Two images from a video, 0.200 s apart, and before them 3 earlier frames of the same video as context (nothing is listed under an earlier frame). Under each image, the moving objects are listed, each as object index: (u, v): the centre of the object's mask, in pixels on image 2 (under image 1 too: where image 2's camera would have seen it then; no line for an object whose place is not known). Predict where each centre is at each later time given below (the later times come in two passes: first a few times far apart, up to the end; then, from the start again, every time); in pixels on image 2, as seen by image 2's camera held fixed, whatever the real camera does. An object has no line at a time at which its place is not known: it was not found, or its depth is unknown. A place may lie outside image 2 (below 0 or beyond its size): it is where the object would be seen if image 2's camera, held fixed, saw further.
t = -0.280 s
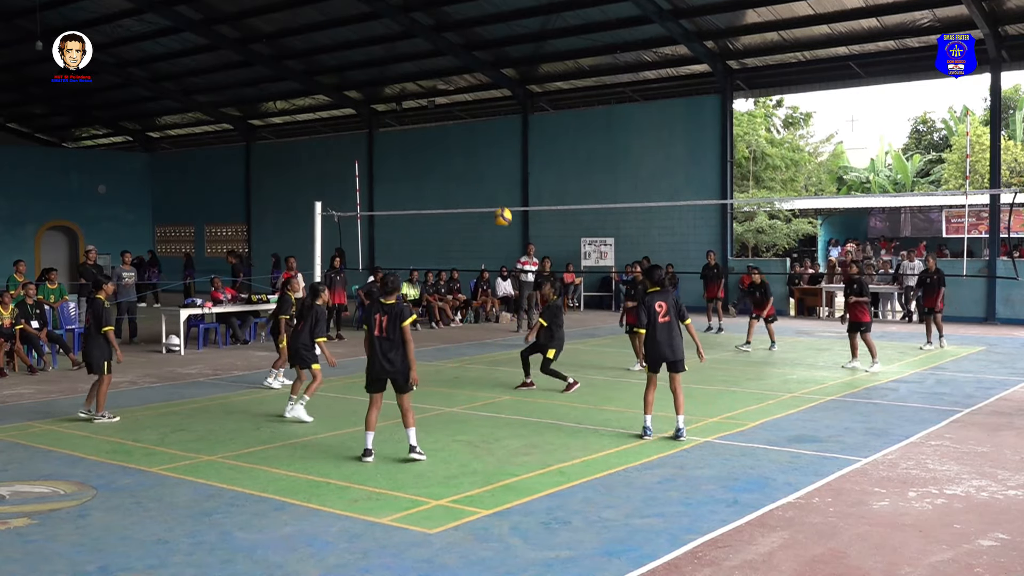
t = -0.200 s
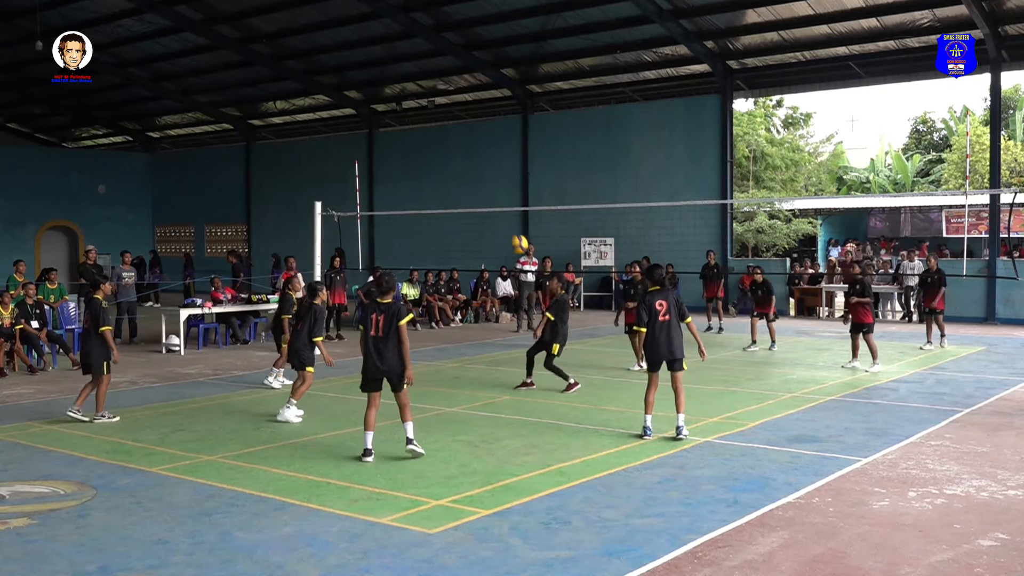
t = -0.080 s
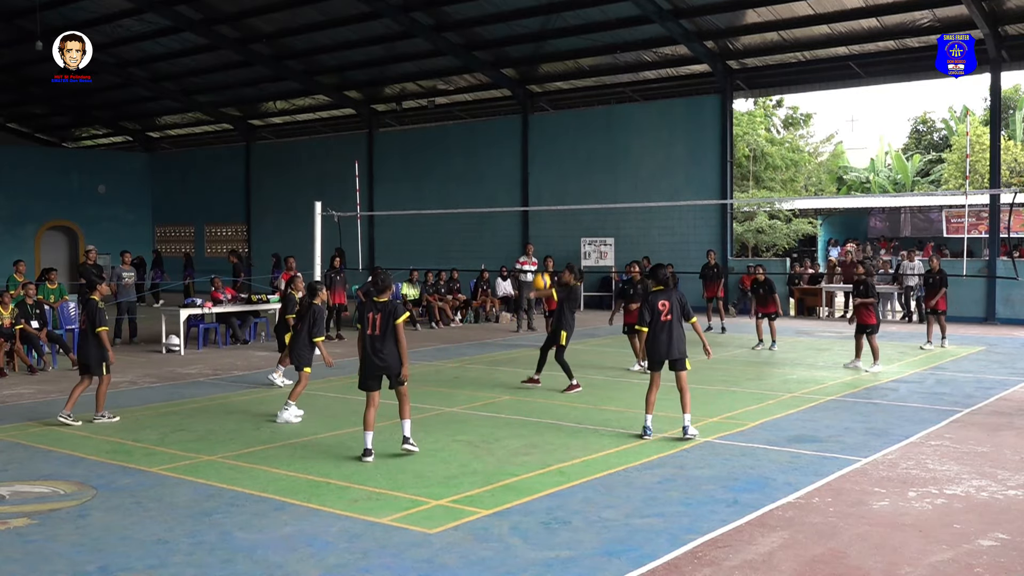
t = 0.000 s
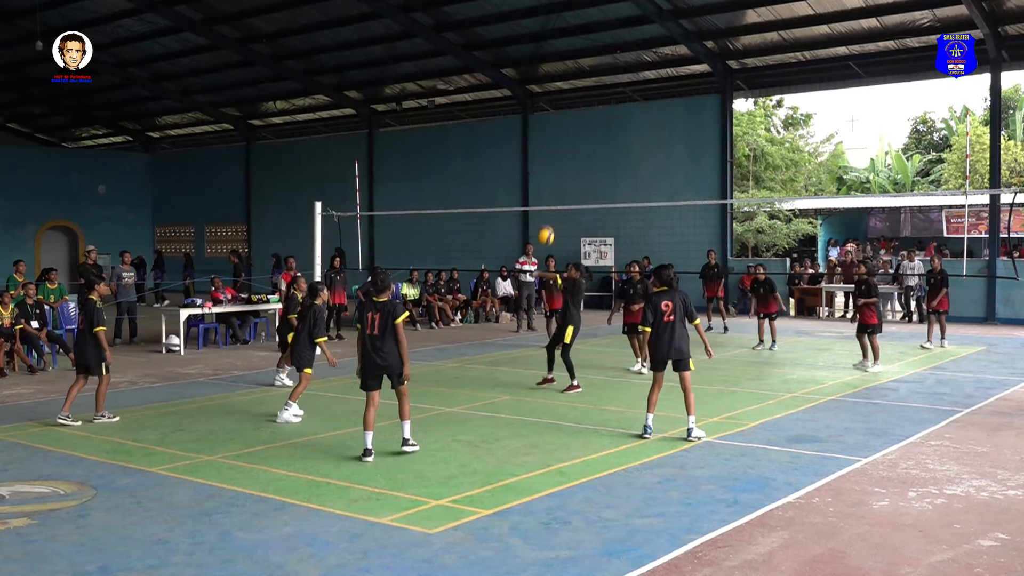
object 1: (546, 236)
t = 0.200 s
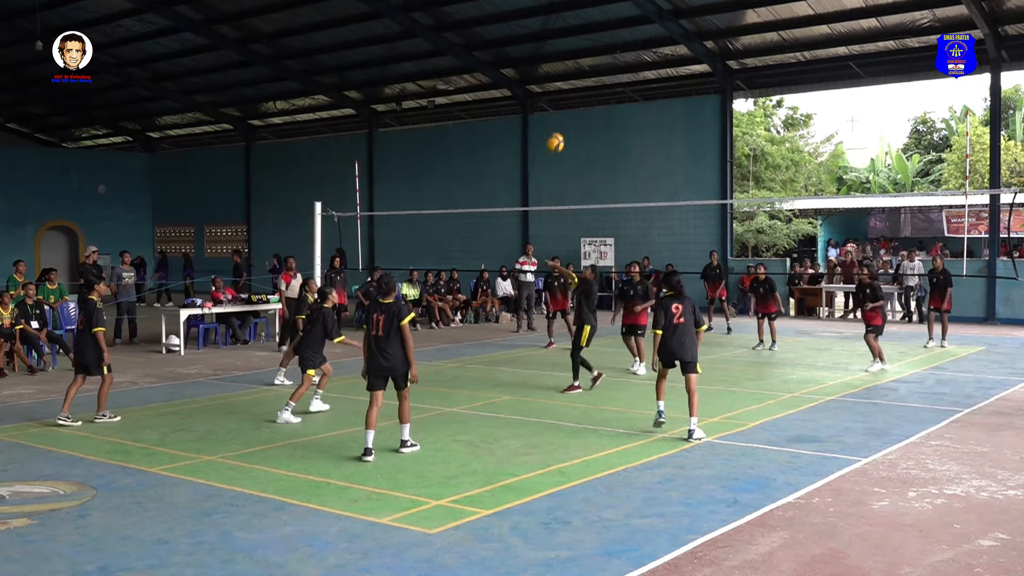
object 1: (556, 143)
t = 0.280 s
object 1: (560, 115)
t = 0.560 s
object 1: (576, 59)
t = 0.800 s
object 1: (590, 61)
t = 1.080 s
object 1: (608, 127)
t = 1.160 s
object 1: (612, 158)
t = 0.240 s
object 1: (558, 128)
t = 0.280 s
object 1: (560, 115)
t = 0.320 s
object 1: (562, 102)
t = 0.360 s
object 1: (564, 93)
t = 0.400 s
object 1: (566, 83)
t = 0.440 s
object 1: (569, 75)
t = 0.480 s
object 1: (571, 68)
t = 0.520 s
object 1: (574, 63)
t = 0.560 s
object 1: (576, 59)
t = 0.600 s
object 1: (578, 55)
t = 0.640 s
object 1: (581, 54)
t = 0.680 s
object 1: (583, 54)
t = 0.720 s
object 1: (585, 55)
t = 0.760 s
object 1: (588, 58)
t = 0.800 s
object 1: (590, 61)
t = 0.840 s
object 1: (593, 67)
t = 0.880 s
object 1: (595, 73)
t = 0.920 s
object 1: (598, 81)
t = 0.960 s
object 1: (600, 91)
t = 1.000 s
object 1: (603, 101)
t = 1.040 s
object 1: (606, 114)
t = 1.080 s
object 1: (608, 127)
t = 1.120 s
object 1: (610, 142)
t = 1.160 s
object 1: (612, 158)
